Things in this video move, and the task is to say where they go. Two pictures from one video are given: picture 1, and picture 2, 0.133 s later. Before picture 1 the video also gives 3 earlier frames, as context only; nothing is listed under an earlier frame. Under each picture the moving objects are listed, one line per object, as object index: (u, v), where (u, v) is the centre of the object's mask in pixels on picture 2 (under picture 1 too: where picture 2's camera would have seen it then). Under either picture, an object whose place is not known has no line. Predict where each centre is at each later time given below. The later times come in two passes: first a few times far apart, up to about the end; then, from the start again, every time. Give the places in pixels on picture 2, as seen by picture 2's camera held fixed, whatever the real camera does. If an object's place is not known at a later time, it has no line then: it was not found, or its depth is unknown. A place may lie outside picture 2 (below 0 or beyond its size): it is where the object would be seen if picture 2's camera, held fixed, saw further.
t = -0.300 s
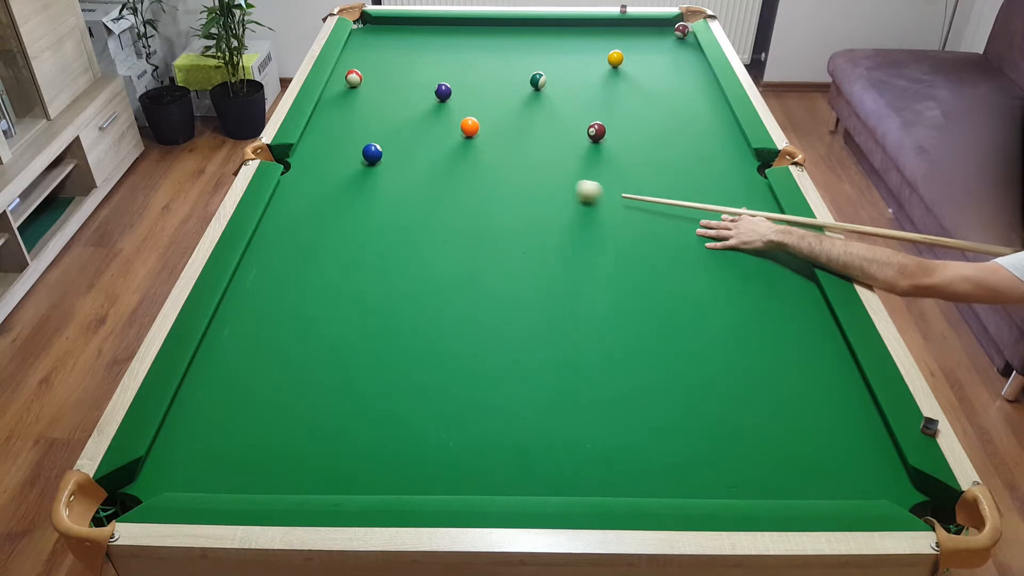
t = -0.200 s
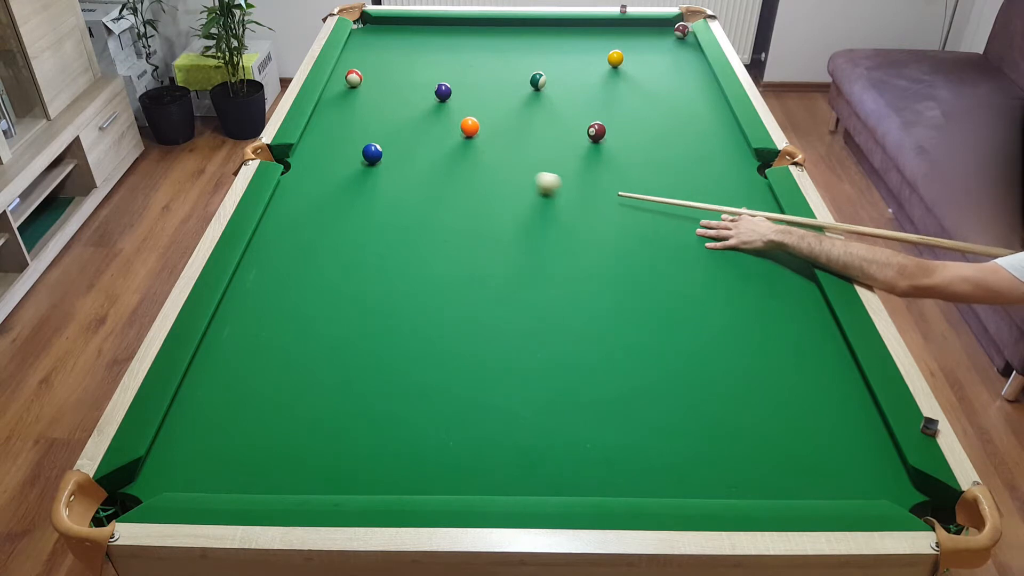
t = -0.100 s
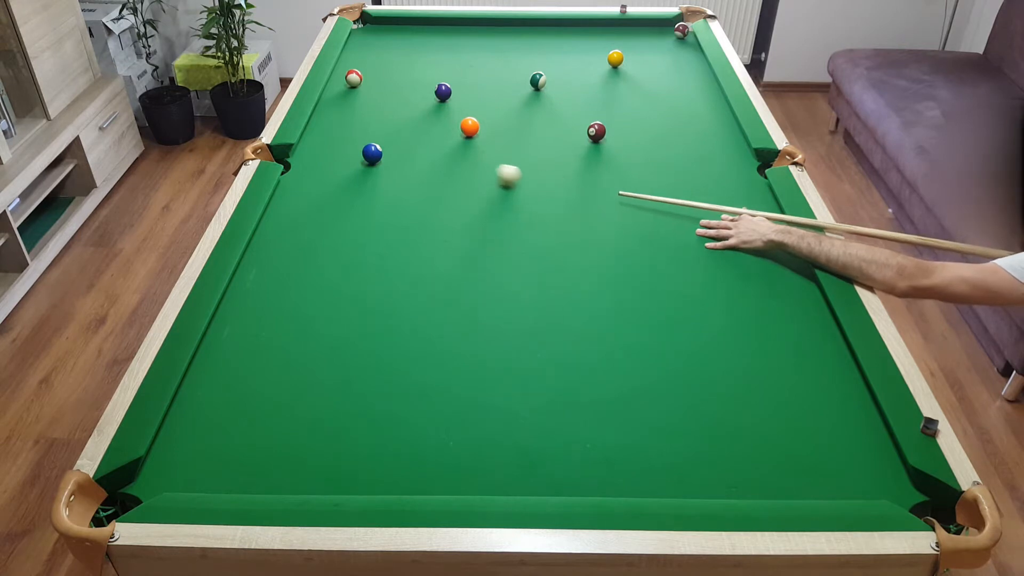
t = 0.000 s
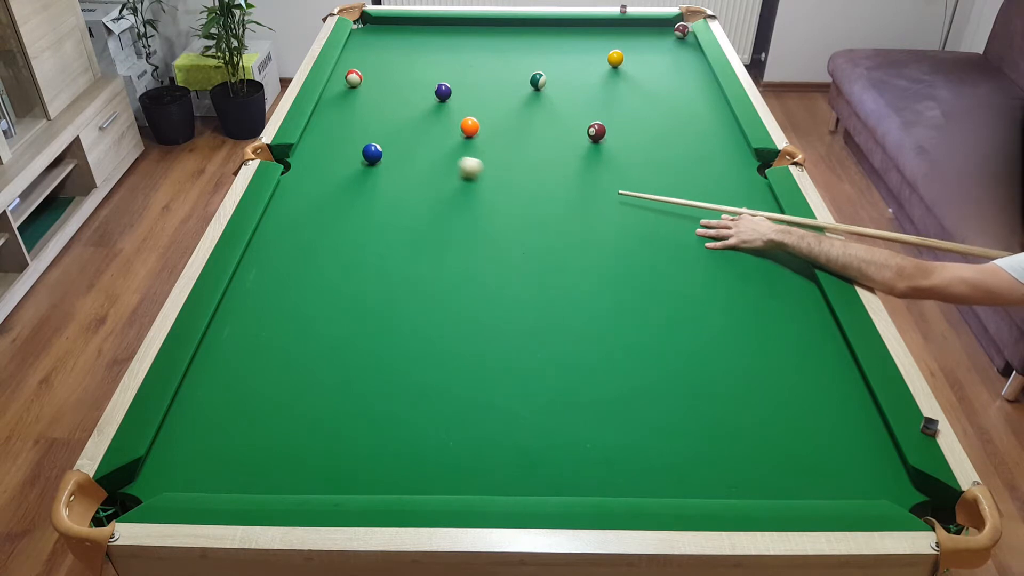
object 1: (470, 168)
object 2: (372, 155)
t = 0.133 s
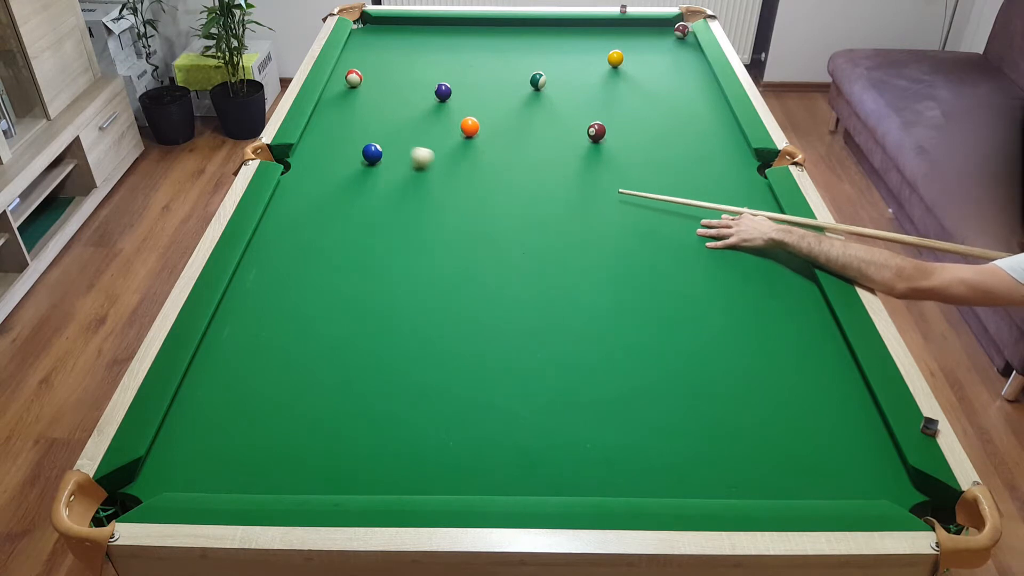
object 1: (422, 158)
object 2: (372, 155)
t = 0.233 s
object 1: (392, 150)
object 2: (367, 154)
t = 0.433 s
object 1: (377, 134)
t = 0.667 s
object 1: (358, 118)
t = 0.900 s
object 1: (342, 102)
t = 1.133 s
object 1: (333, 90)
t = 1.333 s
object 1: (344, 84)
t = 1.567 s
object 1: (347, 83)
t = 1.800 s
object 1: (350, 82)
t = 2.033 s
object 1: (351, 82)
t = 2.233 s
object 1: (351, 82)
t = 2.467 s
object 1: (351, 82)
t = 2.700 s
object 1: (351, 82)
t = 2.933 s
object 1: (351, 82)
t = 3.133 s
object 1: (351, 82)
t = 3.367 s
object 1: (351, 82)
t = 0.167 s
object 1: (410, 155)
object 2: (372, 154)
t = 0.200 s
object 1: (398, 153)
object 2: (372, 155)
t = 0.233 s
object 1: (392, 150)
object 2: (367, 154)
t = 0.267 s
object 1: (391, 148)
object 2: (357, 155)
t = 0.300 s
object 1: (388, 145)
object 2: (348, 155)
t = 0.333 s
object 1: (385, 142)
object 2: (341, 155)
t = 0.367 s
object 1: (382, 139)
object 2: (335, 156)
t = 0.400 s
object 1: (379, 137)
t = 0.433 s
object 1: (377, 134)
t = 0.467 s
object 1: (374, 132)
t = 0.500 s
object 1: (371, 129)
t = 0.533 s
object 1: (368, 127)
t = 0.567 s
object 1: (366, 124)
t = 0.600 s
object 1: (363, 122)
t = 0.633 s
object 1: (361, 120)
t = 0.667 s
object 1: (358, 118)
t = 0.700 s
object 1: (356, 115)
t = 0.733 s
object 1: (353, 113)
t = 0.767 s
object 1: (351, 111)
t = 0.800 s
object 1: (348, 108)
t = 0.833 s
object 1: (346, 106)
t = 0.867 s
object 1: (344, 104)
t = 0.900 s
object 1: (342, 102)
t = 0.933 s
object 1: (339, 100)
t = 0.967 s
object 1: (337, 98)
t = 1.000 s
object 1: (335, 96)
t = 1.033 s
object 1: (333, 95)
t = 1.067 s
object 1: (331, 93)
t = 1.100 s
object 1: (332, 91)
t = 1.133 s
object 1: (333, 90)
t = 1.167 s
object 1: (335, 89)
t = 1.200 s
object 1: (337, 88)
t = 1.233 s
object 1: (339, 86)
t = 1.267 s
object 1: (341, 85)
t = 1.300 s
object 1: (343, 84)
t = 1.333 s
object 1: (344, 84)
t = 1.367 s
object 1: (344, 84)
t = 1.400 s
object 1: (345, 84)
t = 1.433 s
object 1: (345, 83)
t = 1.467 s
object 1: (346, 83)
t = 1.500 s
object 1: (346, 83)
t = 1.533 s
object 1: (347, 83)
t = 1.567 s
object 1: (347, 83)
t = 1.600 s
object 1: (348, 83)
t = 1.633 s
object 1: (348, 83)
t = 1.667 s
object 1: (348, 82)
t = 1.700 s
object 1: (349, 82)
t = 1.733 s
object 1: (349, 82)
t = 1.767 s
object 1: (349, 82)
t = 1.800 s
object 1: (350, 82)
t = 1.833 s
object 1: (350, 82)
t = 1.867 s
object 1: (350, 82)
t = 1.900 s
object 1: (350, 82)
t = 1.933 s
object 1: (350, 82)
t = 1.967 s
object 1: (350, 82)
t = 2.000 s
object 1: (351, 82)
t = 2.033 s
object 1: (351, 82)
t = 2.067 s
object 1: (351, 82)
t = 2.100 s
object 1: (351, 82)
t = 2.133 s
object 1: (351, 82)
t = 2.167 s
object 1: (351, 82)
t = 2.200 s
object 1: (351, 82)
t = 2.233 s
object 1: (351, 82)
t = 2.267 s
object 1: (351, 82)
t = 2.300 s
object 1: (351, 82)
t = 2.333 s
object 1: (351, 82)
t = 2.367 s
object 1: (351, 82)
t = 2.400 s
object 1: (351, 82)
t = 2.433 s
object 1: (351, 82)
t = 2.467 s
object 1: (351, 82)
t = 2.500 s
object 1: (351, 82)
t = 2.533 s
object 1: (351, 82)
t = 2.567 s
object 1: (351, 82)
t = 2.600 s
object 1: (351, 82)
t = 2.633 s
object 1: (351, 82)
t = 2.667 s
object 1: (351, 82)
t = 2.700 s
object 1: (351, 82)
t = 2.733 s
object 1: (351, 82)
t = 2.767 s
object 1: (351, 82)
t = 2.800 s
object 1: (351, 82)
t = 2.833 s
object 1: (351, 82)
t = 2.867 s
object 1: (351, 82)
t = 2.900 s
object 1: (351, 82)
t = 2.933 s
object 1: (351, 82)
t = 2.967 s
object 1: (351, 82)
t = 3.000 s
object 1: (351, 82)
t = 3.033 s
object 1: (351, 82)
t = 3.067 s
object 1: (351, 82)
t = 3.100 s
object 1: (351, 82)
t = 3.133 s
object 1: (351, 82)
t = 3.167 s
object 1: (351, 82)
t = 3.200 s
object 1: (351, 82)
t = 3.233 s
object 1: (351, 82)
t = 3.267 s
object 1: (351, 82)
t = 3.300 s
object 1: (351, 82)
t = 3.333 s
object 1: (351, 82)
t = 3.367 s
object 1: (351, 82)
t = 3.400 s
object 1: (351, 82)
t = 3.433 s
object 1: (351, 82)
